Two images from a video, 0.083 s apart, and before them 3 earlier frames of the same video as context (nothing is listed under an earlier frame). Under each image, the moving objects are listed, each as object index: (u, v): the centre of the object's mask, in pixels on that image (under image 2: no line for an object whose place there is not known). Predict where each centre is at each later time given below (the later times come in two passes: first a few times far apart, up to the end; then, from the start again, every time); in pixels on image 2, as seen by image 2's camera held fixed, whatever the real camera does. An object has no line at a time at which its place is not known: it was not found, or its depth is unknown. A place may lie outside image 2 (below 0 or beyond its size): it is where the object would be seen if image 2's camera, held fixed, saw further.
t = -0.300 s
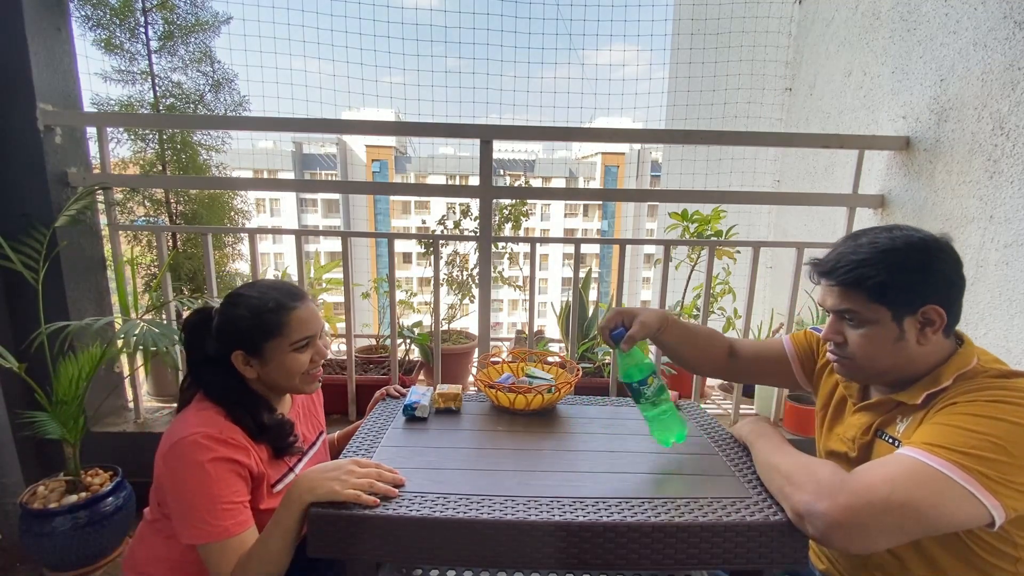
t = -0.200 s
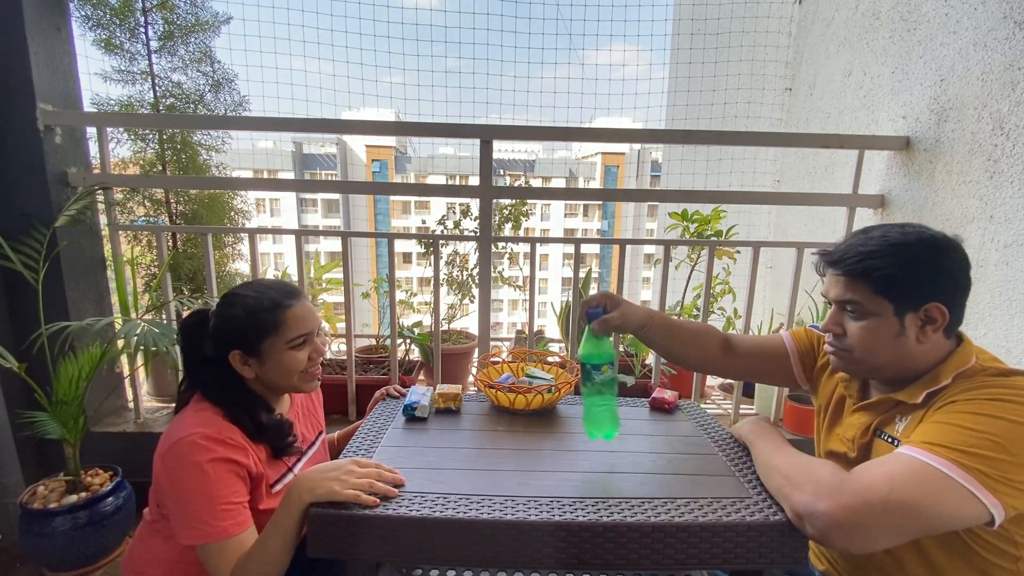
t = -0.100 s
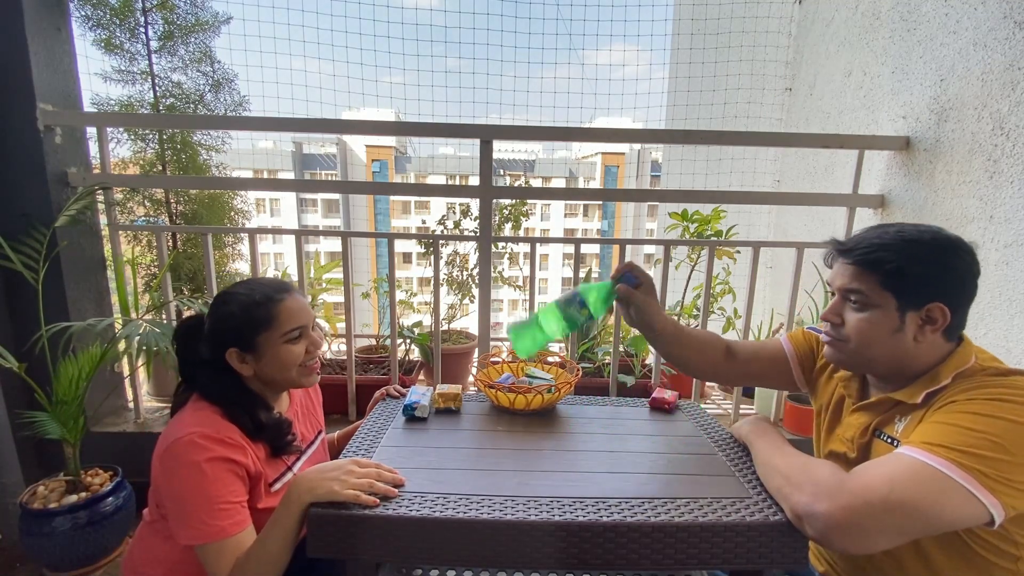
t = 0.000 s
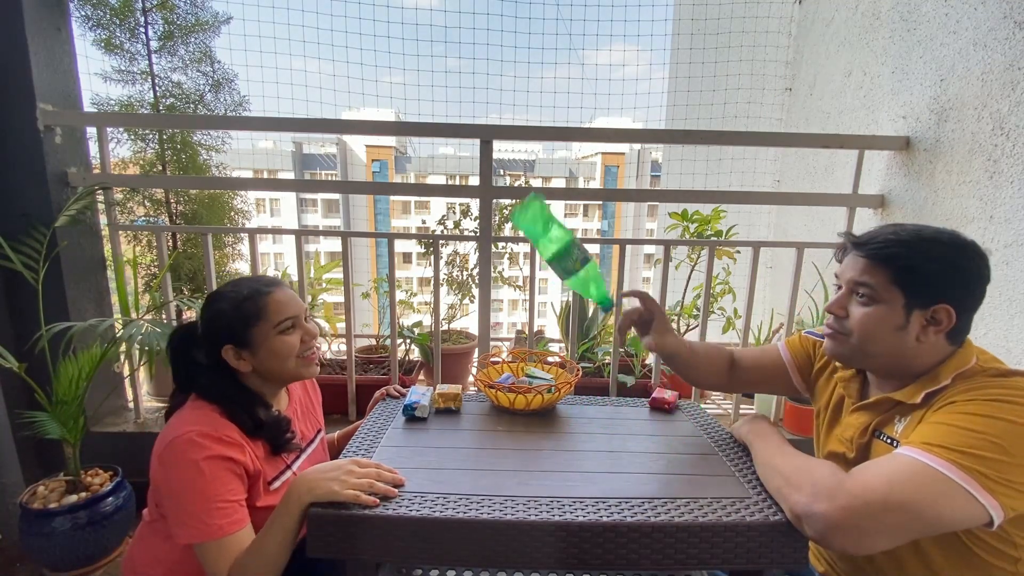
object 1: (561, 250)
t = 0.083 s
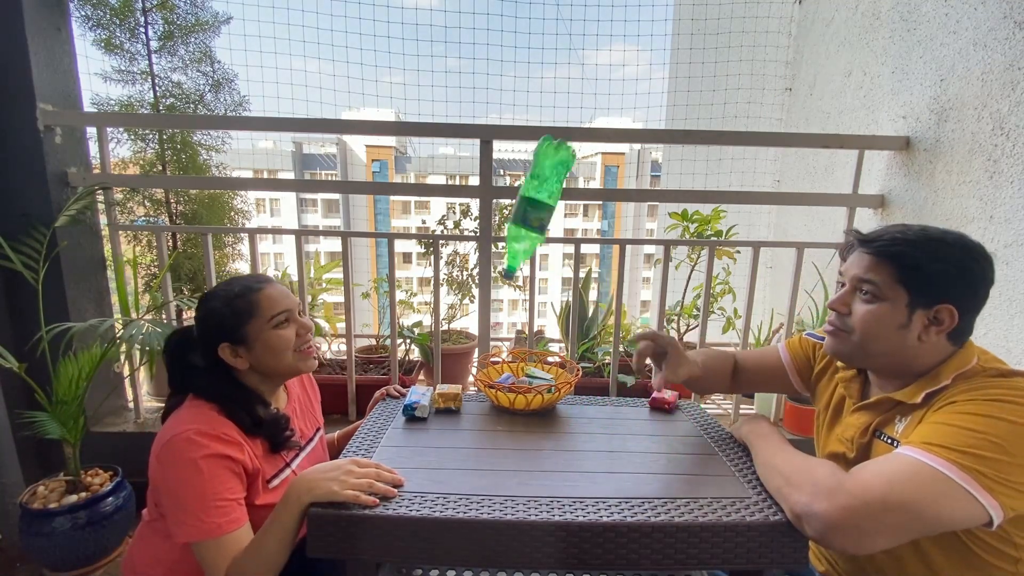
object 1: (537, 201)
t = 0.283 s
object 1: (541, 189)
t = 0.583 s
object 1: (614, 432)
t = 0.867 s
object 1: (638, 438)
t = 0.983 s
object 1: (639, 435)
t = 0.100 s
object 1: (533, 194)
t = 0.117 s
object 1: (529, 186)
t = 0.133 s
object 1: (527, 179)
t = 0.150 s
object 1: (525, 173)
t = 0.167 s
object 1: (526, 169)
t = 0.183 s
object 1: (524, 166)
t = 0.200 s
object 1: (525, 165)
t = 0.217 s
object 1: (527, 166)
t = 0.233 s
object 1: (529, 168)
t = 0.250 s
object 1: (532, 173)
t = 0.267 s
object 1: (537, 180)
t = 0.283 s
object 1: (541, 189)
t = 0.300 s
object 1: (547, 201)
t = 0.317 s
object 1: (551, 214)
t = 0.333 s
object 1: (557, 231)
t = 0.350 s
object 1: (561, 250)
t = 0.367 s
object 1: (566, 271)
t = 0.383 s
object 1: (570, 294)
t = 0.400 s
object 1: (574, 317)
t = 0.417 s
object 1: (577, 340)
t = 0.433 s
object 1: (579, 368)
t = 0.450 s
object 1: (581, 395)
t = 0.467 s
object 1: (585, 419)
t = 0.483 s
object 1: (594, 432)
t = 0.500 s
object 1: (602, 443)
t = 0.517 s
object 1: (603, 443)
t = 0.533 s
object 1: (606, 439)
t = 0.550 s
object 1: (608, 436)
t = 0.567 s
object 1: (611, 434)
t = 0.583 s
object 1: (614, 432)
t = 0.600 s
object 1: (618, 432)
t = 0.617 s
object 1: (621, 432)
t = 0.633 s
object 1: (625, 433)
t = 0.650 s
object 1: (628, 435)
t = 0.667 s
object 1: (632, 438)
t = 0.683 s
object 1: (634, 440)
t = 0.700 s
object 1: (637, 442)
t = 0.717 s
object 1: (640, 444)
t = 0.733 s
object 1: (640, 443)
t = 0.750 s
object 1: (640, 442)
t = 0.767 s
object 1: (639, 441)
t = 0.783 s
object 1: (639, 441)
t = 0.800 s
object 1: (638, 440)
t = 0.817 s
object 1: (638, 440)
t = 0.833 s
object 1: (638, 439)
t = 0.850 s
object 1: (638, 438)
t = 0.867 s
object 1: (638, 438)
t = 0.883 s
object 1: (638, 438)
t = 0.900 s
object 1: (638, 437)
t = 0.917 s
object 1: (638, 437)
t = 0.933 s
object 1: (639, 437)
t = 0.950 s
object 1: (639, 436)
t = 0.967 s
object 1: (639, 436)
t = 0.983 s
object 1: (639, 435)
